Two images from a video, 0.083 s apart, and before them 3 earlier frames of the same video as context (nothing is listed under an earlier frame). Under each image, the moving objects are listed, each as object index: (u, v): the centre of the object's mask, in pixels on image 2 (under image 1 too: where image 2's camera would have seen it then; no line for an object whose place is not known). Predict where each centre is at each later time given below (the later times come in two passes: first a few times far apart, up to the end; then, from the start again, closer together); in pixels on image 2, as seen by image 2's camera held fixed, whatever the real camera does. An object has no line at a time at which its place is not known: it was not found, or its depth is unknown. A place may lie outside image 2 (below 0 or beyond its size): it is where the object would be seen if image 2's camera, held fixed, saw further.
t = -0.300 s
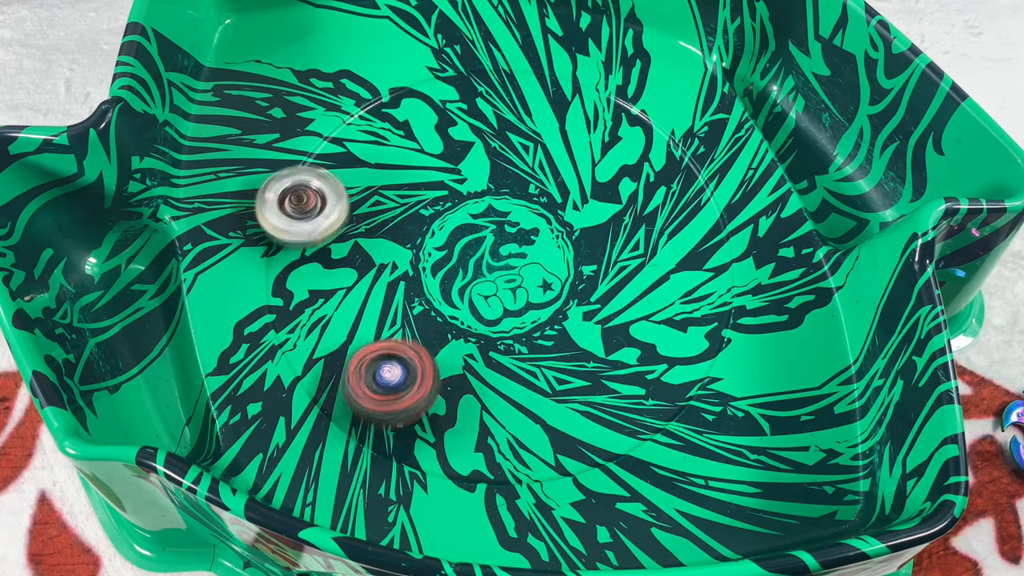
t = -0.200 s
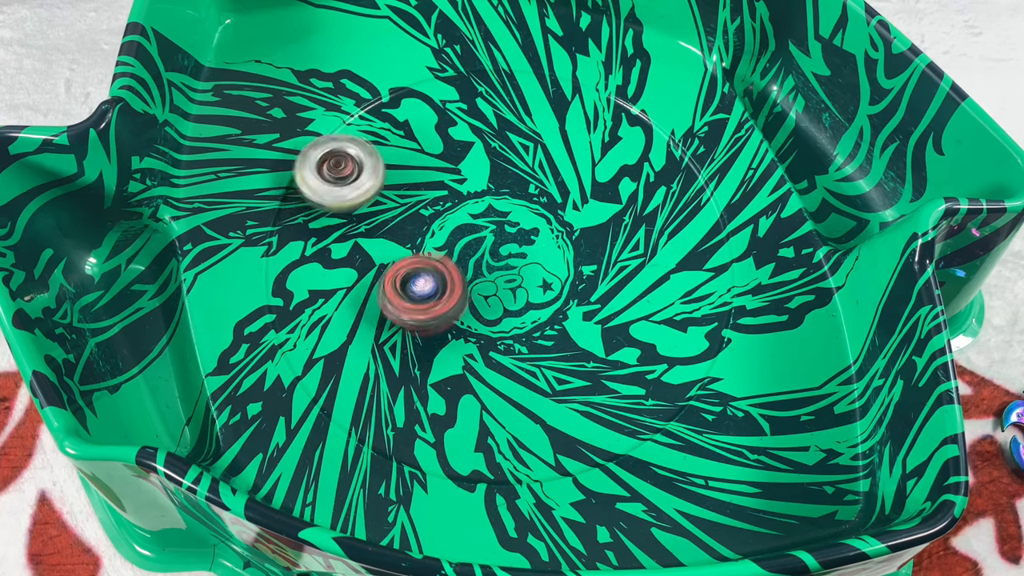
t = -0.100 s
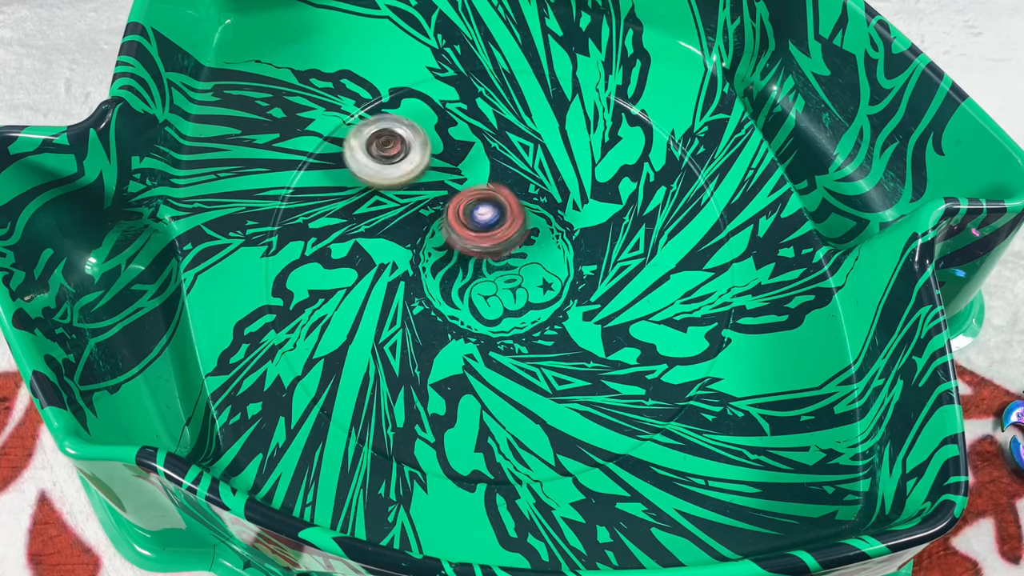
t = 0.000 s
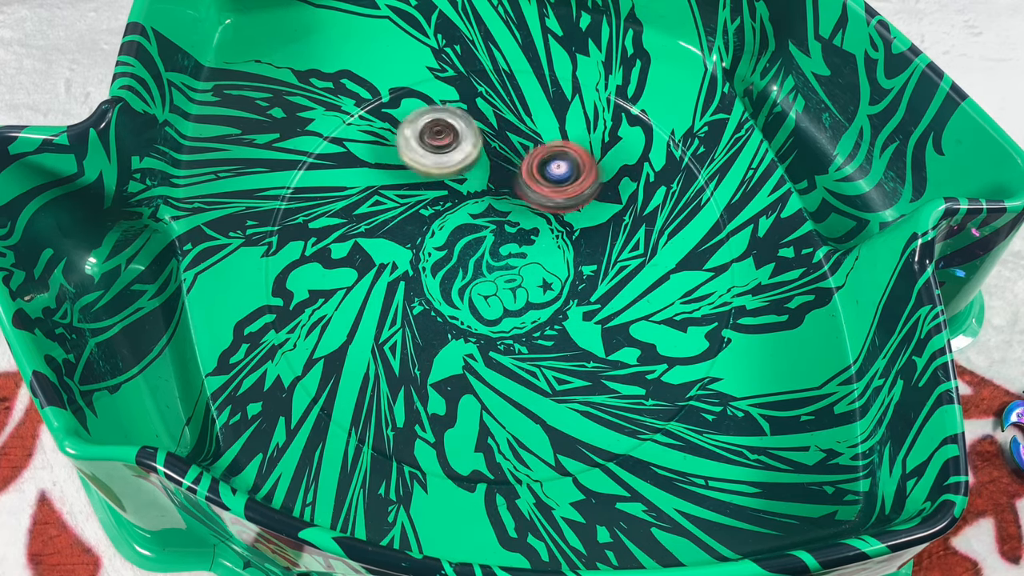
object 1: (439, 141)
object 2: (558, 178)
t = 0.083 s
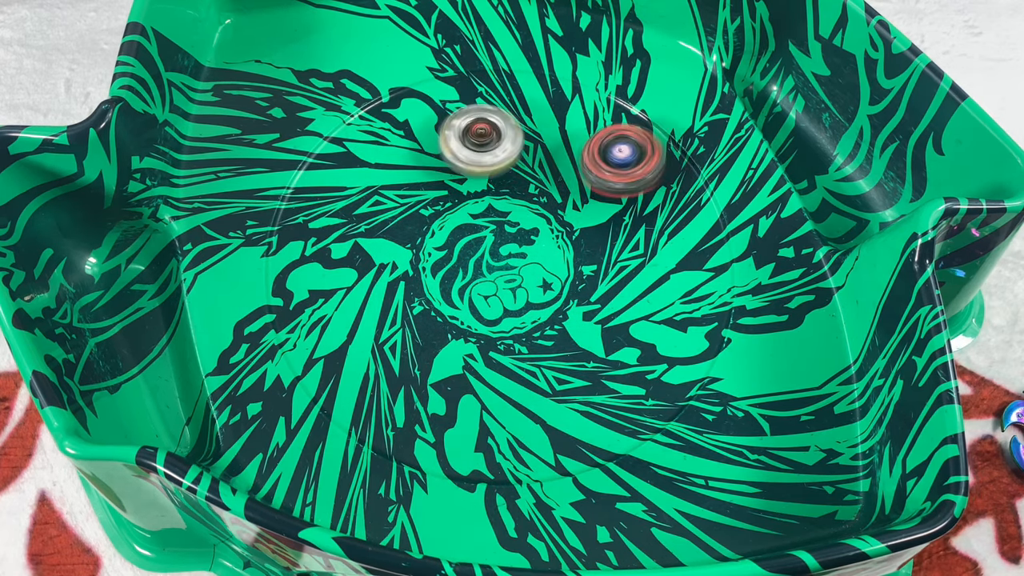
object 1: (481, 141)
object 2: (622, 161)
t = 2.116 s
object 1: (564, 227)
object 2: (439, 133)
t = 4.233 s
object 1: (589, 323)
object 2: (408, 102)
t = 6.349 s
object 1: (454, 372)
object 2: (502, 207)
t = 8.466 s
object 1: (480, 325)
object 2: (522, 226)
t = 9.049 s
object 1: (390, 339)
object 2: (536, 181)
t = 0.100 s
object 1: (488, 141)
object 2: (635, 159)
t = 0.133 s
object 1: (505, 142)
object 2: (660, 158)
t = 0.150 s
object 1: (514, 143)
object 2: (673, 159)
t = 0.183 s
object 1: (529, 146)
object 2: (697, 163)
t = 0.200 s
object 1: (536, 147)
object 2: (705, 167)
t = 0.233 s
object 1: (552, 150)
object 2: (711, 182)
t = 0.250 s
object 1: (559, 152)
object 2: (712, 194)
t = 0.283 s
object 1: (574, 157)
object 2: (705, 215)
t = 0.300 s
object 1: (581, 159)
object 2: (700, 226)
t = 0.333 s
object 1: (595, 165)
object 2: (689, 246)
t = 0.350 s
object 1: (602, 168)
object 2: (682, 255)
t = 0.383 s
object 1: (614, 175)
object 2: (669, 272)
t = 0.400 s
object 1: (620, 179)
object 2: (663, 280)
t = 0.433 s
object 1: (632, 187)
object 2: (646, 293)
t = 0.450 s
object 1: (637, 191)
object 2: (639, 298)
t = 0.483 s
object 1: (646, 201)
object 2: (621, 306)
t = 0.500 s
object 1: (650, 206)
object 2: (612, 308)
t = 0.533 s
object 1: (658, 217)
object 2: (593, 310)
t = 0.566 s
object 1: (664, 229)
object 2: (574, 307)
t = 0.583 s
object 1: (666, 235)
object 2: (564, 305)
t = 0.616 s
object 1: (668, 248)
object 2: (544, 297)
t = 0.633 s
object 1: (669, 255)
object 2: (535, 292)
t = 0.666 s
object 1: (668, 268)
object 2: (518, 281)
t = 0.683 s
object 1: (666, 275)
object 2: (509, 274)
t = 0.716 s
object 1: (661, 289)
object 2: (494, 259)
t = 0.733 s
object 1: (657, 295)
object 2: (488, 251)
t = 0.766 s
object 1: (648, 307)
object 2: (478, 235)
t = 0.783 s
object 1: (642, 312)
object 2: (473, 226)
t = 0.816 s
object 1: (628, 321)
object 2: (467, 209)
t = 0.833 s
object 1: (622, 325)
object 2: (464, 201)
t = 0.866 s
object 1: (606, 332)
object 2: (463, 183)
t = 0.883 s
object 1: (598, 335)
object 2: (463, 175)
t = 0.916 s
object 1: (581, 339)
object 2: (465, 159)
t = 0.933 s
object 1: (573, 339)
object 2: (468, 150)
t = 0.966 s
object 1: (555, 341)
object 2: (475, 135)
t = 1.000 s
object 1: (537, 341)
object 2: (484, 122)
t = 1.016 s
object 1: (529, 340)
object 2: (492, 116)
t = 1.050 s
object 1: (512, 337)
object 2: (506, 108)
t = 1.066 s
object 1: (503, 335)
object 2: (514, 105)
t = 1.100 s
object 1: (487, 329)
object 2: (532, 102)
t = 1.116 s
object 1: (479, 327)
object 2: (541, 103)
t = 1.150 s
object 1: (463, 320)
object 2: (557, 107)
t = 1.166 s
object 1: (455, 316)
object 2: (565, 111)
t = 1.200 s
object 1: (442, 308)
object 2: (580, 122)
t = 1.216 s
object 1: (435, 304)
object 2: (586, 128)
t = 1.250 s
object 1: (423, 295)
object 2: (595, 145)
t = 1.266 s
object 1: (417, 290)
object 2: (598, 155)
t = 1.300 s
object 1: (407, 279)
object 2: (602, 175)
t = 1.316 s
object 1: (402, 273)
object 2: (601, 186)
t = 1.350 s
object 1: (394, 262)
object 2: (598, 207)
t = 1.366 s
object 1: (390, 256)
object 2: (594, 218)
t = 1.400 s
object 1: (384, 245)
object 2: (585, 239)
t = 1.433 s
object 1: (379, 233)
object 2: (572, 259)
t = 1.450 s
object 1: (378, 227)
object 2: (563, 268)
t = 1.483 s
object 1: (377, 214)
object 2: (545, 285)
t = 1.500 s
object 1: (376, 209)
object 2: (534, 293)
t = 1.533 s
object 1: (378, 197)
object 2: (511, 305)
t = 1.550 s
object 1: (379, 192)
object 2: (499, 311)
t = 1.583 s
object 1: (384, 180)
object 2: (472, 319)
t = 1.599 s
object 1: (387, 175)
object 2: (459, 320)
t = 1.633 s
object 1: (395, 166)
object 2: (431, 322)
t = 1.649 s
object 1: (400, 162)
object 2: (418, 321)
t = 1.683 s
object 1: (411, 155)
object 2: (392, 317)
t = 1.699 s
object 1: (416, 152)
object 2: (378, 312)
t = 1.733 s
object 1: (429, 149)
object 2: (355, 301)
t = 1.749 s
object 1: (436, 148)
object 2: (343, 294)
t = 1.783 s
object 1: (450, 147)
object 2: (324, 278)
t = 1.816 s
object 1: (465, 149)
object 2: (310, 259)
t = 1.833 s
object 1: (472, 150)
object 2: (305, 248)
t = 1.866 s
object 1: (486, 155)
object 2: (299, 226)
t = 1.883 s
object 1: (493, 157)
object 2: (300, 216)
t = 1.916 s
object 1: (506, 163)
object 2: (305, 194)
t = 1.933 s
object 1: (513, 167)
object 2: (309, 183)
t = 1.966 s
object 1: (525, 176)
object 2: (324, 165)
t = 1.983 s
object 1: (530, 181)
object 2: (333, 156)
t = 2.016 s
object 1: (541, 192)
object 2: (356, 143)
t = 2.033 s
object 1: (545, 198)
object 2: (368, 138)
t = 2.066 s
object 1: (553, 209)
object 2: (395, 133)
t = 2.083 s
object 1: (558, 215)
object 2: (409, 131)
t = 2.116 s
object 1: (564, 227)
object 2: (439, 133)
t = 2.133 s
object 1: (567, 234)
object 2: (453, 135)
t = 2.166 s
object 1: (571, 247)
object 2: (482, 143)
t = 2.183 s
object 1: (573, 254)
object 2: (495, 149)
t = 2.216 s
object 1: (575, 266)
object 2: (522, 161)
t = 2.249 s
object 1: (575, 279)
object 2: (546, 177)
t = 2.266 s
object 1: (575, 286)
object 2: (557, 186)
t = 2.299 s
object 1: (574, 298)
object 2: (577, 206)
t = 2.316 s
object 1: (572, 304)
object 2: (586, 216)
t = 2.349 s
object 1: (568, 316)
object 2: (601, 238)
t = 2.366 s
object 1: (566, 321)
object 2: (608, 250)
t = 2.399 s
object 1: (559, 336)
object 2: (618, 269)
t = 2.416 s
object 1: (555, 344)
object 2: (622, 279)
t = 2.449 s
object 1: (547, 355)
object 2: (628, 299)
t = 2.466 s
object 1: (543, 360)
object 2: (630, 310)
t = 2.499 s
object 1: (533, 368)
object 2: (630, 332)
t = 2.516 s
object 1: (527, 371)
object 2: (629, 344)
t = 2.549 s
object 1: (515, 377)
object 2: (623, 366)
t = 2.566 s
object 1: (509, 379)
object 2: (617, 376)
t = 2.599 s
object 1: (496, 382)
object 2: (603, 397)
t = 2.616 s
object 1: (489, 382)
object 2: (595, 405)
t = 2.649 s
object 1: (475, 381)
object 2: (574, 419)
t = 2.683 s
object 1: (462, 377)
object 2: (548, 428)
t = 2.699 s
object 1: (450, 375)
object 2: (540, 431)
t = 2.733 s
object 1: (430, 367)
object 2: (521, 431)
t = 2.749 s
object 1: (421, 362)
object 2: (511, 428)
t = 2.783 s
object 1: (407, 352)
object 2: (488, 419)
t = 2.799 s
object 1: (401, 346)
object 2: (477, 413)
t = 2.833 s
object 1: (392, 333)
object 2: (459, 398)
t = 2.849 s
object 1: (385, 323)
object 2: (453, 390)
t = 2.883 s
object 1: (375, 306)
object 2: (446, 371)
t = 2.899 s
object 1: (372, 298)
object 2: (444, 361)
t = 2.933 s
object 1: (367, 282)
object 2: (442, 340)
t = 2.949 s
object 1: (366, 275)
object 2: (442, 329)
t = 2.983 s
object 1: (363, 260)
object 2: (446, 306)
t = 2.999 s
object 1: (363, 254)
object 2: (450, 295)
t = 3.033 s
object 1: (363, 241)
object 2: (459, 273)
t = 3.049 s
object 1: (362, 234)
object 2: (464, 263)
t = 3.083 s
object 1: (364, 222)
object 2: (479, 244)
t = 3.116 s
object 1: (366, 209)
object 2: (495, 227)
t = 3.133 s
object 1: (367, 203)
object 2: (504, 219)
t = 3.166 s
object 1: (371, 192)
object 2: (523, 206)
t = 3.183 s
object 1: (373, 186)
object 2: (532, 201)
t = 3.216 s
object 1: (379, 175)
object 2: (552, 192)
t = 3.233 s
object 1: (382, 170)
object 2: (562, 188)
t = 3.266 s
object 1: (390, 161)
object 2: (582, 182)
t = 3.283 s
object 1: (394, 156)
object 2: (593, 181)
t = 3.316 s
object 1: (403, 148)
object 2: (613, 179)
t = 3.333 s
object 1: (408, 144)
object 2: (623, 179)
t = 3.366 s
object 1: (418, 137)
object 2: (643, 182)
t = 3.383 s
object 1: (423, 134)
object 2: (652, 185)
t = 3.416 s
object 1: (435, 129)
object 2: (667, 193)
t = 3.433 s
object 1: (441, 127)
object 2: (675, 198)
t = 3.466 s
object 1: (454, 125)
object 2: (685, 212)
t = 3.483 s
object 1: (460, 125)
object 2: (688, 220)
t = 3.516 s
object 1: (473, 125)
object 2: (690, 236)
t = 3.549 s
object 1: (486, 126)
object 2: (687, 254)
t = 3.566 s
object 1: (493, 127)
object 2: (684, 263)
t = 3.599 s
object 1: (506, 131)
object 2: (671, 280)
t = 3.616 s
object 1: (512, 133)
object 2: (662, 287)
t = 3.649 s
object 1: (524, 139)
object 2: (642, 299)
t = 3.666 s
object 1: (530, 142)
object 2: (630, 305)
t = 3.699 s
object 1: (541, 149)
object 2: (604, 311)
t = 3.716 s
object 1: (546, 153)
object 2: (592, 312)
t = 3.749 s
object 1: (556, 162)
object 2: (564, 312)
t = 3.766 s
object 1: (561, 166)
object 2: (550, 310)
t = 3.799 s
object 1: (570, 176)
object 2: (525, 304)
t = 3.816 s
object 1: (574, 181)
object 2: (511, 300)
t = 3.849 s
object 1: (581, 192)
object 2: (486, 290)
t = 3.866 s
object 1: (584, 197)
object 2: (476, 284)
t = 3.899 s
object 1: (590, 208)
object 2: (454, 270)
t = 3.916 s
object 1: (593, 213)
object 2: (446, 262)
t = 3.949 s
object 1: (597, 225)
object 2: (429, 247)
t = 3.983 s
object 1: (600, 237)
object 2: (415, 231)
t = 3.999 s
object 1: (602, 243)
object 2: (409, 221)
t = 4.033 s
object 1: (603, 255)
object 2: (398, 204)
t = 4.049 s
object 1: (604, 261)
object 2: (394, 196)
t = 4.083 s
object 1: (604, 273)
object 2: (388, 176)
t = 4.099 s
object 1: (604, 279)
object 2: (387, 166)
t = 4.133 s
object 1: (602, 291)
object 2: (386, 149)
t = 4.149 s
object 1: (601, 296)
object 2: (387, 140)
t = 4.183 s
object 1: (597, 308)
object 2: (392, 123)
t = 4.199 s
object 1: (595, 313)
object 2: (397, 115)
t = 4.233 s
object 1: (589, 323)
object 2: (408, 102)
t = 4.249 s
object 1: (586, 328)
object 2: (414, 96)
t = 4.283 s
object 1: (578, 338)
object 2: (431, 88)
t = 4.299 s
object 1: (574, 342)
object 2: (440, 87)
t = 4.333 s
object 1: (564, 350)
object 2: (460, 86)
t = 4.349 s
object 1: (558, 353)
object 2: (470, 87)
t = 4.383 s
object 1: (547, 358)
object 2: (490, 94)
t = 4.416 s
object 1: (534, 361)
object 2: (508, 104)
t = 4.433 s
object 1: (528, 361)
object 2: (516, 111)
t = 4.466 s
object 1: (515, 362)
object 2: (532, 128)
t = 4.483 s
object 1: (508, 361)
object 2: (538, 138)
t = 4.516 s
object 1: (495, 358)
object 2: (548, 159)
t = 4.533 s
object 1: (488, 356)
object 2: (552, 170)
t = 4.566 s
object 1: (476, 350)
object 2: (557, 192)
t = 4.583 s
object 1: (470, 347)
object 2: (558, 204)
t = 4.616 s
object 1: (459, 339)
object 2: (559, 228)
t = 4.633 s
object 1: (454, 333)
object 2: (558, 239)
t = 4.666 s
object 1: (445, 323)
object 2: (554, 263)
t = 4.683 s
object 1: (441, 318)
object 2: (551, 273)
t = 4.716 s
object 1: (436, 306)
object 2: (543, 295)
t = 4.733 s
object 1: (433, 301)
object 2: (537, 306)
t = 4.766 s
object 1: (429, 290)
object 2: (526, 324)
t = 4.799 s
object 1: (427, 277)
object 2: (512, 342)
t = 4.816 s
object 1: (426, 272)
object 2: (504, 350)
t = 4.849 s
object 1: (425, 259)
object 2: (488, 365)
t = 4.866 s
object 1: (424, 253)
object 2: (479, 371)
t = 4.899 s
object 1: (426, 242)
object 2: (460, 382)
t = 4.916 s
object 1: (427, 237)
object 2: (449, 388)
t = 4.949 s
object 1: (429, 225)
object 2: (428, 395)
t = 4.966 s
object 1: (431, 220)
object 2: (417, 396)
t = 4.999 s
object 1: (435, 210)
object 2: (395, 397)
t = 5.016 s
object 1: (437, 205)
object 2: (382, 397)
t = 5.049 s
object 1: (442, 195)
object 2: (362, 390)
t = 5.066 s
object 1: (445, 190)
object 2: (352, 385)
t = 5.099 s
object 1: (452, 182)
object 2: (335, 372)
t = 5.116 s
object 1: (456, 178)
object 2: (329, 363)
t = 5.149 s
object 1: (464, 171)
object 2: (321, 344)
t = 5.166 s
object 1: (468, 167)
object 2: (318, 334)
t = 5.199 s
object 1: (477, 162)
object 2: (319, 313)
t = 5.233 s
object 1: (487, 157)
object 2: (325, 292)
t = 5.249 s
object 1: (492, 155)
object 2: (332, 282)
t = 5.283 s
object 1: (502, 153)
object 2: (346, 263)
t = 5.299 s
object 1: (508, 152)
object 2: (356, 254)
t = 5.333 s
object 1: (519, 153)
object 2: (376, 239)
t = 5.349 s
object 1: (524, 153)
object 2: (386, 232)
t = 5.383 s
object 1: (534, 156)
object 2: (410, 220)
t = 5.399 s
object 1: (539, 159)
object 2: (421, 215)
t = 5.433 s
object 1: (549, 164)
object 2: (445, 207)
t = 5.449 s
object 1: (553, 168)
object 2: (458, 202)
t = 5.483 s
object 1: (563, 175)
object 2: (480, 198)
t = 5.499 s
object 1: (572, 177)
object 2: (485, 198)
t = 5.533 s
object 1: (586, 184)
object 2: (496, 197)
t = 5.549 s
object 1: (592, 187)
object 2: (501, 198)
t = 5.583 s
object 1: (601, 195)
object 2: (508, 199)
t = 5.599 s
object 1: (605, 199)
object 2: (511, 200)
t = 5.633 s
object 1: (612, 208)
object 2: (517, 202)
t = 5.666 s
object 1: (618, 217)
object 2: (521, 204)
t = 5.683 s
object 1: (620, 222)
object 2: (522, 205)
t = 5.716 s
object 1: (623, 232)
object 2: (524, 208)
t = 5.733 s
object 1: (624, 238)
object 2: (525, 210)
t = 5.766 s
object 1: (626, 249)
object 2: (526, 213)
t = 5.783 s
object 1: (625, 254)
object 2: (526, 215)
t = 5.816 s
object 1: (623, 265)
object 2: (526, 219)
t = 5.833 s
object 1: (621, 271)
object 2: (526, 220)
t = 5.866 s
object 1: (617, 282)
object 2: (526, 224)
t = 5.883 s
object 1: (614, 286)
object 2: (525, 226)
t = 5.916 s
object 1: (607, 296)
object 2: (524, 230)
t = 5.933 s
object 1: (602, 301)
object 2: (524, 231)
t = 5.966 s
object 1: (593, 309)
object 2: (522, 236)
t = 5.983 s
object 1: (588, 313)
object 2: (521, 237)
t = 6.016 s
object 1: (576, 319)
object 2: (520, 241)
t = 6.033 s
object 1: (570, 321)
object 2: (519, 243)
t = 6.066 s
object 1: (557, 326)
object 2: (518, 246)
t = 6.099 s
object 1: (544, 329)
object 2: (517, 248)
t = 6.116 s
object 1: (537, 330)
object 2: (517, 250)
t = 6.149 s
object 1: (524, 336)
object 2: (515, 249)
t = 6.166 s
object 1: (519, 344)
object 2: (513, 243)
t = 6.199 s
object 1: (508, 355)
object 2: (510, 232)
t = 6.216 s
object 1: (502, 358)
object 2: (508, 228)
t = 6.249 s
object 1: (491, 364)
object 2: (507, 219)
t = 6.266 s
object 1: (485, 366)
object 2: (506, 217)
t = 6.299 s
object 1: (472, 369)
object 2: (504, 212)
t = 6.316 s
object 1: (466, 370)
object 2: (503, 210)
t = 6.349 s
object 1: (454, 372)
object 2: (502, 207)
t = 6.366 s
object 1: (448, 372)
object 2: (501, 206)
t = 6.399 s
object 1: (435, 371)
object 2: (501, 205)
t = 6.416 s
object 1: (429, 370)
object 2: (500, 205)
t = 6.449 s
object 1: (417, 367)
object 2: (499, 206)
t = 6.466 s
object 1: (412, 364)
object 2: (500, 206)
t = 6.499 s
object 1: (401, 358)
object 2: (499, 207)
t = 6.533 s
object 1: (393, 349)
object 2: (499, 208)
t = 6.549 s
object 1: (390, 344)
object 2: (499, 209)
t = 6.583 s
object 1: (386, 333)
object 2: (499, 211)
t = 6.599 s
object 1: (385, 327)
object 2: (499, 212)
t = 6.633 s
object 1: (383, 315)
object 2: (500, 215)
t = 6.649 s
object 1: (383, 309)
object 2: (500, 216)
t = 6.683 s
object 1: (385, 298)
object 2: (500, 219)
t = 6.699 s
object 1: (387, 291)
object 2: (501, 220)
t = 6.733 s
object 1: (391, 279)
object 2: (501, 222)
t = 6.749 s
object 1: (394, 273)
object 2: (501, 223)
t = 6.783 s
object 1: (400, 263)
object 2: (502, 225)
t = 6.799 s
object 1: (403, 258)
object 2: (501, 227)
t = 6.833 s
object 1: (411, 248)
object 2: (502, 228)
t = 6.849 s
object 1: (414, 243)
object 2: (503, 229)
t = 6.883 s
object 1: (412, 245)
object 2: (512, 220)
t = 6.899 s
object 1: (412, 245)
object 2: (517, 216)
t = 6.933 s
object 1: (414, 244)
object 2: (524, 209)
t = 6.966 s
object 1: (418, 240)
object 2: (529, 203)
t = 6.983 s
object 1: (421, 237)
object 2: (531, 202)
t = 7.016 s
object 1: (428, 231)
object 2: (533, 199)
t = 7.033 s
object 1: (432, 227)
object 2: (535, 197)
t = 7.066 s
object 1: (440, 222)
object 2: (537, 196)
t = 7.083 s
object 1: (444, 220)
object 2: (537, 195)
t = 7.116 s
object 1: (454, 216)
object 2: (538, 195)
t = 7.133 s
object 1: (450, 218)
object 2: (545, 191)
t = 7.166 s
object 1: (439, 222)
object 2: (565, 185)
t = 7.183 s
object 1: (436, 223)
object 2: (574, 182)
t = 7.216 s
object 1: (431, 225)
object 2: (588, 177)
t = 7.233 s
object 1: (429, 226)
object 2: (594, 176)
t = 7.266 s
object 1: (428, 226)
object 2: (603, 174)
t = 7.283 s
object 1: (427, 227)
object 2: (606, 174)
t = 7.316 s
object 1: (427, 228)
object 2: (610, 175)
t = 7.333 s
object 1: (427, 228)
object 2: (610, 176)
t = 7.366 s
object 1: (429, 230)
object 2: (610, 178)
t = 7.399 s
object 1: (432, 232)
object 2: (608, 182)
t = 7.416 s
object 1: (433, 233)
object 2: (606, 184)
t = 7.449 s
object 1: (437, 235)
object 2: (603, 189)
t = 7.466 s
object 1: (439, 236)
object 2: (600, 192)
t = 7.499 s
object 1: (443, 239)
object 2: (595, 198)
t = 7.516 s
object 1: (445, 240)
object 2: (592, 201)
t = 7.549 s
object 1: (450, 244)
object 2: (586, 206)
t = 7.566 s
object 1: (453, 246)
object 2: (583, 209)
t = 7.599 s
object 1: (458, 250)
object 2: (576, 214)
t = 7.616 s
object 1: (461, 252)
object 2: (573, 218)
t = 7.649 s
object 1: (467, 256)
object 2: (563, 223)
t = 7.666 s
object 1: (470, 259)
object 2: (559, 226)
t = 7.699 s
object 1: (465, 276)
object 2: (556, 220)
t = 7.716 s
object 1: (457, 292)
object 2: (561, 211)
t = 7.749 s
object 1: (442, 320)
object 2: (568, 194)
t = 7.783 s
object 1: (429, 345)
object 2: (574, 179)
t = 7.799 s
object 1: (424, 354)
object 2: (576, 172)
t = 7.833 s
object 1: (415, 370)
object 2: (578, 162)
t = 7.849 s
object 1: (412, 376)
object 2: (578, 158)
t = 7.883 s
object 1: (407, 385)
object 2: (577, 151)
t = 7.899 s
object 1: (406, 389)
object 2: (576, 149)
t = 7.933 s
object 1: (406, 392)
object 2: (574, 147)
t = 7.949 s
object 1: (406, 394)
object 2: (572, 146)
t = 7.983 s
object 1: (407, 398)
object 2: (568, 148)
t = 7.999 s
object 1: (407, 399)
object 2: (566, 149)
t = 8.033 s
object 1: (410, 400)
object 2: (561, 152)
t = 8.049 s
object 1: (413, 401)
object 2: (559, 154)
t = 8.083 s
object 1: (418, 401)
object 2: (554, 159)
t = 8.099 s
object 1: (422, 402)
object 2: (553, 162)
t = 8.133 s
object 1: (430, 402)
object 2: (549, 168)
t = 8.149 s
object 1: (434, 400)
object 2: (547, 170)
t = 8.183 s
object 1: (443, 396)
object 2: (542, 176)
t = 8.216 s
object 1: (451, 390)
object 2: (539, 183)
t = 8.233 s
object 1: (454, 387)
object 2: (537, 186)
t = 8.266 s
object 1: (461, 380)
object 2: (534, 193)
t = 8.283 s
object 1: (464, 376)
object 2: (533, 196)
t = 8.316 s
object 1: (469, 368)
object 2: (530, 203)
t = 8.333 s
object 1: (471, 363)
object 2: (529, 205)
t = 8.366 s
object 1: (475, 354)
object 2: (526, 211)
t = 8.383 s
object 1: (476, 349)
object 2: (525, 214)
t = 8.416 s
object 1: (479, 339)
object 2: (524, 219)
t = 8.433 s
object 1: (479, 335)
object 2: (523, 221)
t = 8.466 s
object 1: (480, 325)
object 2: (522, 226)
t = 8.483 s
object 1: (479, 321)
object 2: (521, 227)
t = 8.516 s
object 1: (478, 313)
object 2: (521, 230)
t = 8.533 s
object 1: (477, 308)
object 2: (521, 232)
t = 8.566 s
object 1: (474, 301)
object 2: (521, 233)
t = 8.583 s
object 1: (473, 298)
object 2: (521, 234)
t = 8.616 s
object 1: (463, 312)
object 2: (525, 217)
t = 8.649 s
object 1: (453, 325)
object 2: (530, 202)
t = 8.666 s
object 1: (447, 335)
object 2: (532, 194)
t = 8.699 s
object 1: (435, 343)
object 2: (535, 182)
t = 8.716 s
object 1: (428, 345)
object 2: (536, 177)
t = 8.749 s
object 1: (415, 353)
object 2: (539, 169)
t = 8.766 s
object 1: (408, 354)
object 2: (539, 167)
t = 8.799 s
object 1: (398, 353)
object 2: (541, 163)
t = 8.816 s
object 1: (393, 354)
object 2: (542, 162)
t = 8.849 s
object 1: (387, 352)
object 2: (542, 161)
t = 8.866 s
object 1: (385, 351)
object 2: (542, 161)
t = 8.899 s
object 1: (383, 349)
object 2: (542, 162)
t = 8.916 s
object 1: (382, 347)
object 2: (542, 163)
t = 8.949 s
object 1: (382, 344)
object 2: (541, 166)
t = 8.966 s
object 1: (383, 343)
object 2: (540, 168)
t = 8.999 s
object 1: (385, 341)
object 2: (539, 173)
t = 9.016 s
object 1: (386, 340)
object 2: (538, 175)
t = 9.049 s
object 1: (390, 339)
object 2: (536, 181)
